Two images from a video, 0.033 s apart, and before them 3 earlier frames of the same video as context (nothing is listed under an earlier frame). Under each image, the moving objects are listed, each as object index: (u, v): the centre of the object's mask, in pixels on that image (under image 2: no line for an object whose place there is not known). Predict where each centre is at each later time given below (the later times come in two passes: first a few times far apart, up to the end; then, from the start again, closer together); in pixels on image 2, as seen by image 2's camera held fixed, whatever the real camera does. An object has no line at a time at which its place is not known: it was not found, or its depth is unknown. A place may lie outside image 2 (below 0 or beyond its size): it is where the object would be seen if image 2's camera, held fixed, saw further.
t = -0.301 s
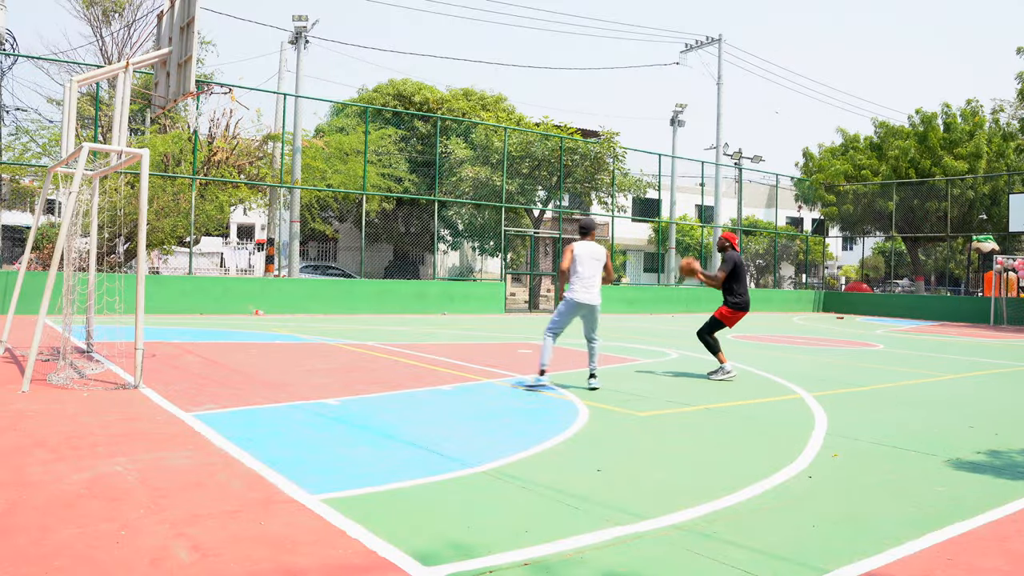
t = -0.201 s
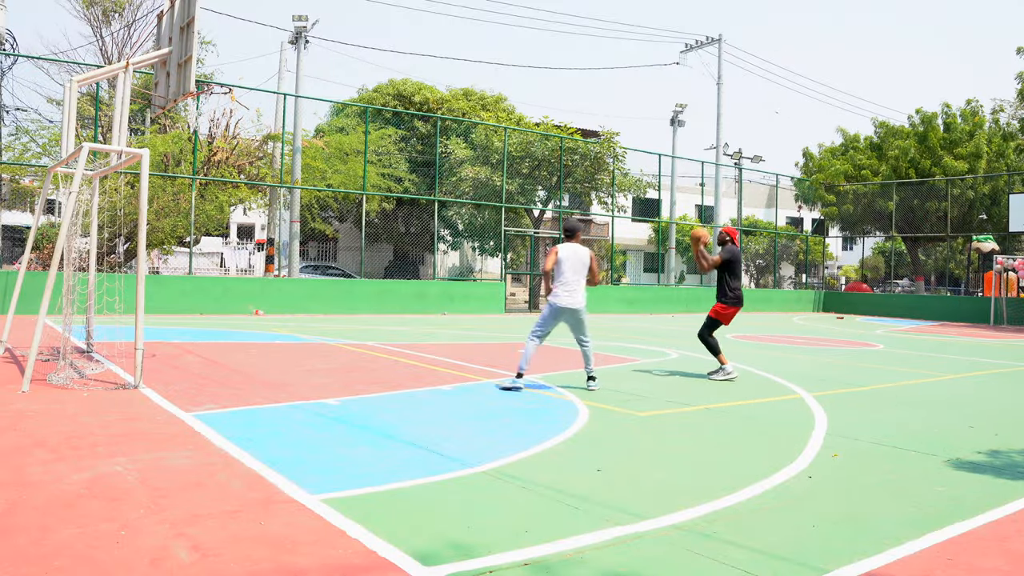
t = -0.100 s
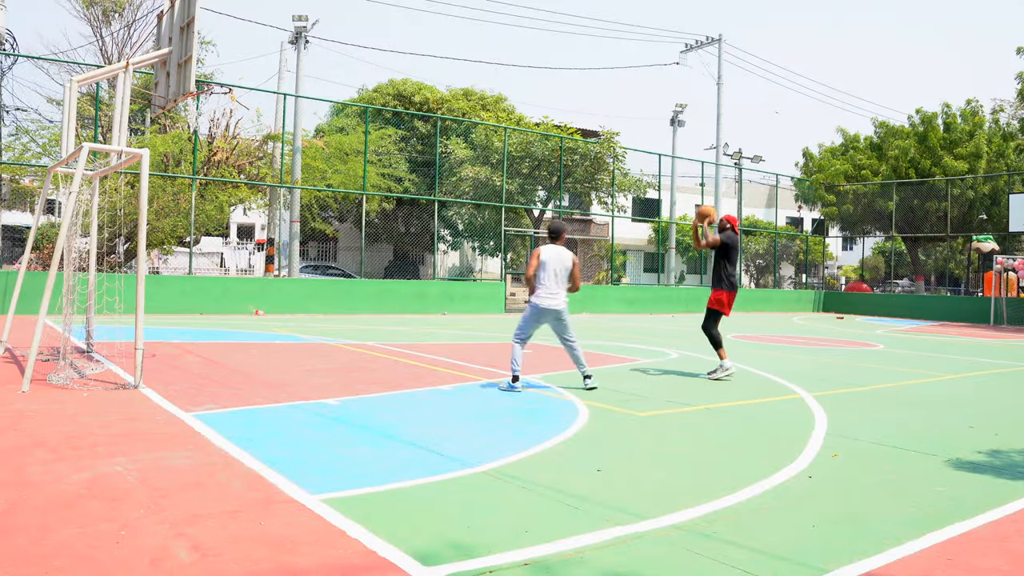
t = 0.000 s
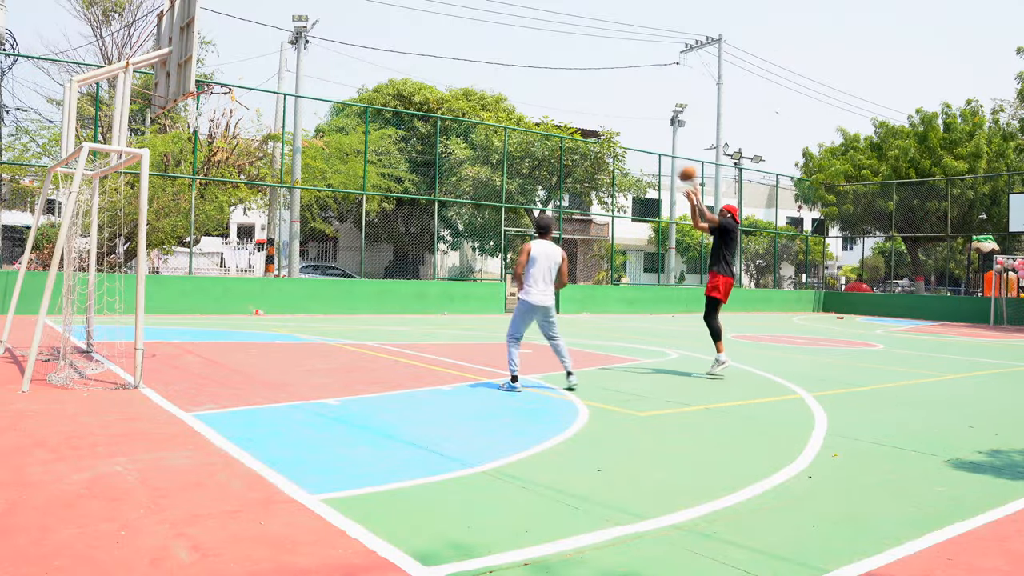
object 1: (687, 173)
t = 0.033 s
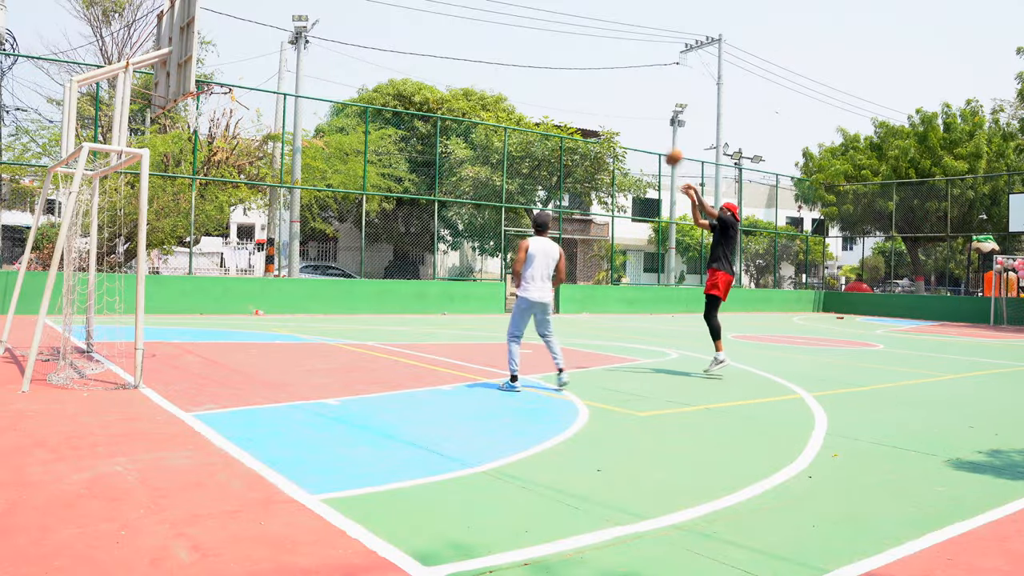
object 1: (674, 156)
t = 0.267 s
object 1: (576, 65)
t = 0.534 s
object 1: (461, 12)
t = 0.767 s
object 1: (358, 12)
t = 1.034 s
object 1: (235, 72)
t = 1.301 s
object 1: (206, 54)
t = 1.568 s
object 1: (221, 48)
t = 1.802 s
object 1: (233, 91)
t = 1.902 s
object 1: (236, 124)
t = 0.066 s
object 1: (660, 141)
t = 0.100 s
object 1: (646, 126)
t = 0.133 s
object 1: (632, 112)
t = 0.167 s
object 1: (618, 99)
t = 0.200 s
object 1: (604, 87)
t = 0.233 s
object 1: (590, 75)
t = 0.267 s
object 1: (576, 65)
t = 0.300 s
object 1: (562, 55)
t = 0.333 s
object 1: (548, 46)
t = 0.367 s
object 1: (534, 39)
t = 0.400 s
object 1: (519, 32)
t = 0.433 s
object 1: (505, 25)
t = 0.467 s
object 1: (491, 20)
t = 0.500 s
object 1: (476, 15)
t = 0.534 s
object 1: (461, 12)
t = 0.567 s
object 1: (447, 9)
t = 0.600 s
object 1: (432, 8)
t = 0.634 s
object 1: (418, 7)
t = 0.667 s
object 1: (402, 7)
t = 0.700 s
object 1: (388, 8)
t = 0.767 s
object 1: (358, 12)
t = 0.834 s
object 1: (327, 21)
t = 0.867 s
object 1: (312, 27)
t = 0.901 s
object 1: (297, 35)
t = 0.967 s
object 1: (266, 51)
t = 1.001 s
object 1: (251, 61)
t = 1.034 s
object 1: (235, 72)
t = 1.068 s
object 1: (222, 78)
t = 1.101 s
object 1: (212, 77)
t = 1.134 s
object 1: (203, 79)
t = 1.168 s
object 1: (201, 80)
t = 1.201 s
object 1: (202, 72)
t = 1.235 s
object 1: (203, 65)
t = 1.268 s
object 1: (204, 59)
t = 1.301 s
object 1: (206, 54)
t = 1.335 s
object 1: (207, 50)
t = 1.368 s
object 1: (209, 47)
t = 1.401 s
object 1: (211, 45)
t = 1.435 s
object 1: (214, 43)
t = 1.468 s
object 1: (215, 43)
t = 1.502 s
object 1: (217, 44)
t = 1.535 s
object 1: (219, 46)
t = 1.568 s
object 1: (221, 48)
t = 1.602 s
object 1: (223, 52)
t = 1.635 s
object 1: (225, 56)
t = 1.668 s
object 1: (226, 61)
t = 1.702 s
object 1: (228, 68)
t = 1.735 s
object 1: (230, 75)
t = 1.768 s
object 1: (231, 83)
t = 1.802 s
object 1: (233, 91)
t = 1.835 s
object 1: (235, 101)
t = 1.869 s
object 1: (236, 112)
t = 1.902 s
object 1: (236, 124)
